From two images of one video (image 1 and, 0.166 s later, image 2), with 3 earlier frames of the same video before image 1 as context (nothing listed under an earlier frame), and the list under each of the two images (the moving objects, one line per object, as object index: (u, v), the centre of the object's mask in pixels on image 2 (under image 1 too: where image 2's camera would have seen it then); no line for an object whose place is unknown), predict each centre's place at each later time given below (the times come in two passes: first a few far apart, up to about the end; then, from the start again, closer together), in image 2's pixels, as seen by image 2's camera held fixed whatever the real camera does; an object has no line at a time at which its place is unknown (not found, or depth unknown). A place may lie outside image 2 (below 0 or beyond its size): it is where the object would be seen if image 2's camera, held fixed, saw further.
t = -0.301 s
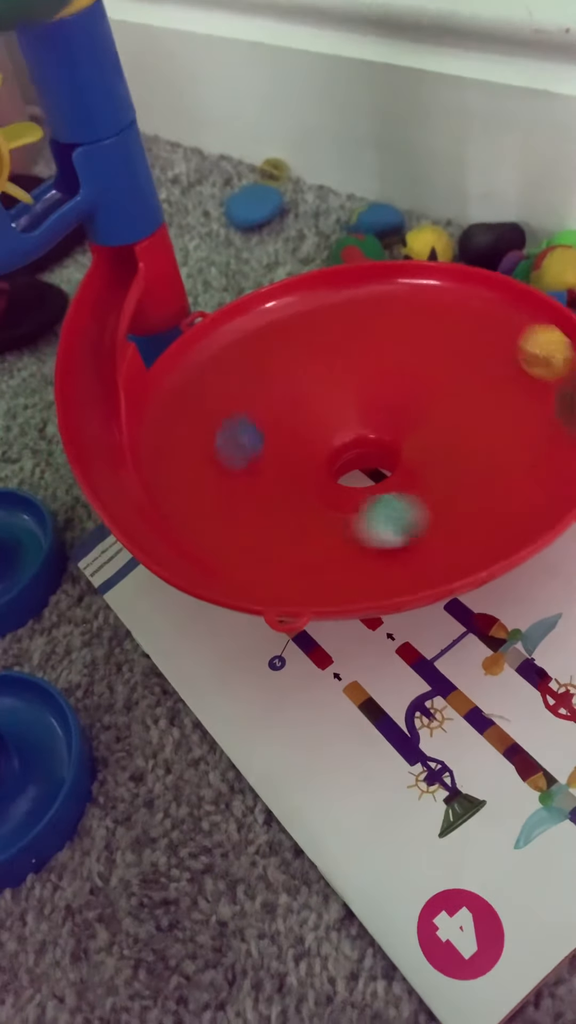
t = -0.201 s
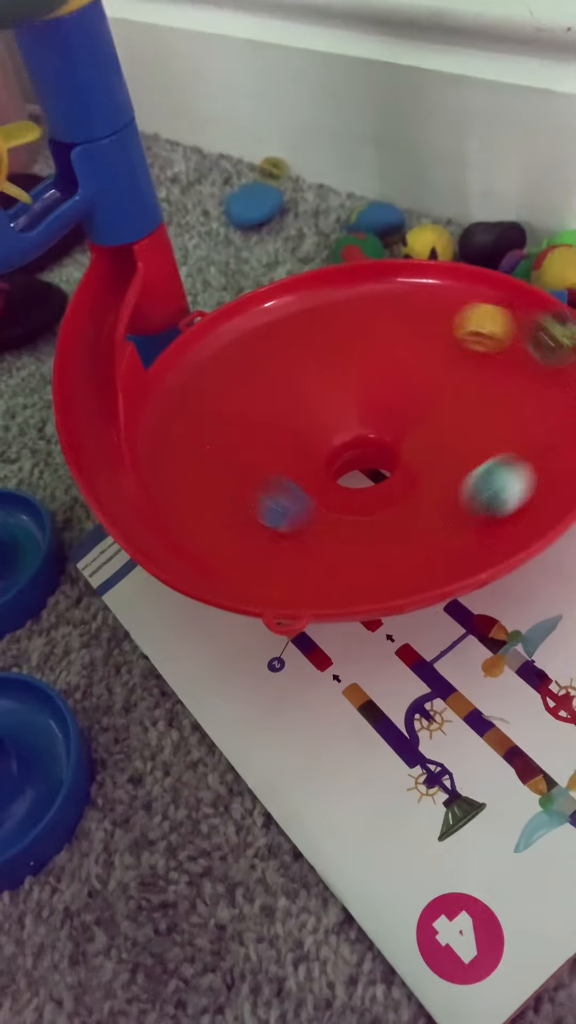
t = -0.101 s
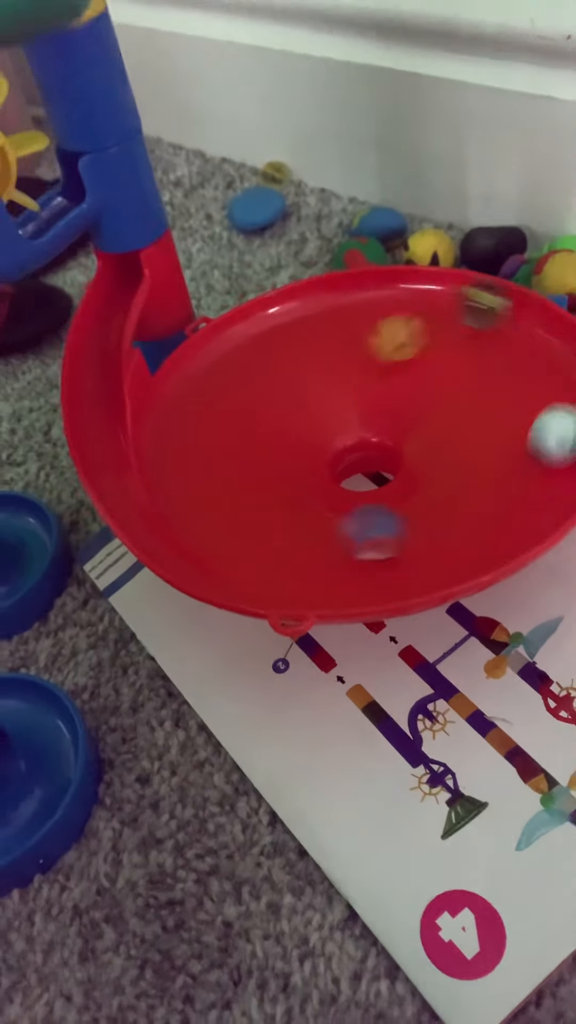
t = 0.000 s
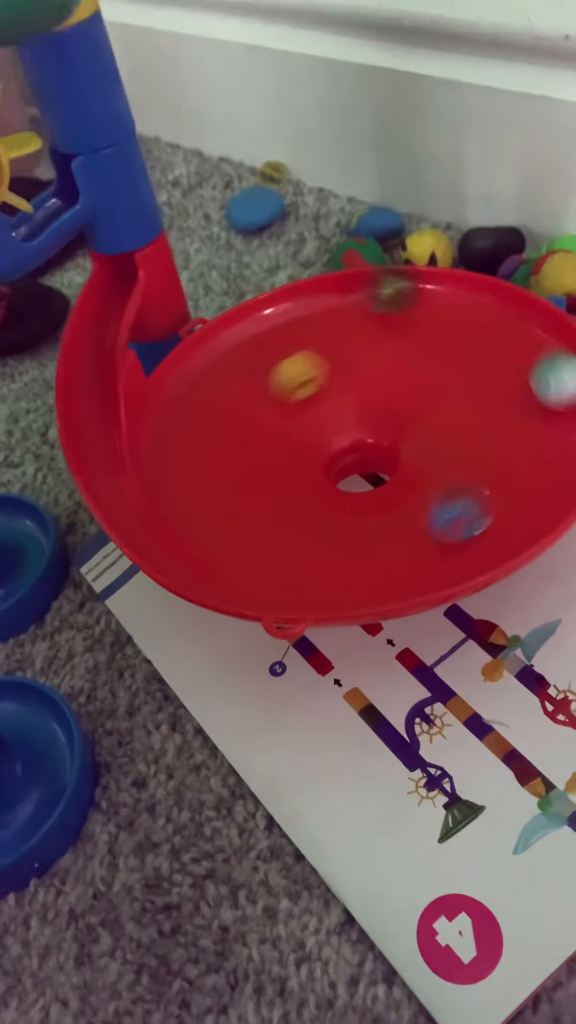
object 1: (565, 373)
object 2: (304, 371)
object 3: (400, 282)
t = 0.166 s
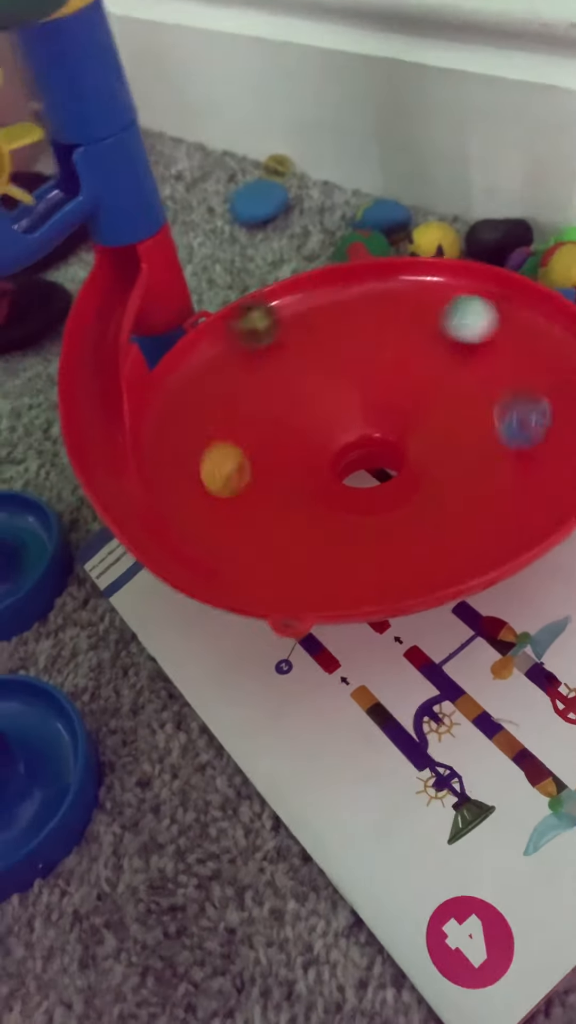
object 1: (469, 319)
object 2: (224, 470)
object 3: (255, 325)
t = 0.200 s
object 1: (437, 317)
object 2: (229, 488)
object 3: (232, 340)
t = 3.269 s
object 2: (438, 448)
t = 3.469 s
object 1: (357, 538)
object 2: (381, 424)
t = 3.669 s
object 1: (469, 470)
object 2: (382, 449)
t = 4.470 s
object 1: (517, 432)
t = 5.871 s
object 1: (467, 467)
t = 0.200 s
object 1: (437, 317)
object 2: (229, 488)
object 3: (232, 340)
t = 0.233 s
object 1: (405, 320)
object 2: (239, 504)
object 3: (213, 360)
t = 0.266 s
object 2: (255, 516)
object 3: (197, 379)
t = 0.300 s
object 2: (277, 526)
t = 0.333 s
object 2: (302, 533)
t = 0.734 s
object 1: (347, 552)
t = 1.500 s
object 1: (281, 428)
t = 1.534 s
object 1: (277, 455)
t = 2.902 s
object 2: (377, 412)
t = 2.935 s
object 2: (355, 406)
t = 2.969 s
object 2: (334, 408)
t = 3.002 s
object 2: (319, 414)
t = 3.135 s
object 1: (383, 368)
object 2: (342, 469)
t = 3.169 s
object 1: (354, 385)
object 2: (370, 475)
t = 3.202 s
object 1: (325, 408)
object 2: (399, 470)
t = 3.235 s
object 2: (422, 459)
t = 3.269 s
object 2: (438, 448)
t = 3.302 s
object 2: (446, 436)
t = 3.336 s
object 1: (292, 497)
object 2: (448, 426)
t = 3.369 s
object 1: (301, 514)
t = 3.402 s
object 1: (318, 527)
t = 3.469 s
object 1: (357, 538)
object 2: (381, 424)
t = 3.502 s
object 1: (379, 537)
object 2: (357, 438)
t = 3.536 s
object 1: (404, 530)
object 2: (347, 455)
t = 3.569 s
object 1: (427, 520)
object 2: (356, 466)
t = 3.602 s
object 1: (445, 506)
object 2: (376, 469)
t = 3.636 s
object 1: (460, 489)
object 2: (389, 459)
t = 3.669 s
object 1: (469, 470)
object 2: (382, 449)
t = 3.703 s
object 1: (472, 446)
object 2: (360, 456)
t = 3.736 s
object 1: (467, 426)
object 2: (368, 472)
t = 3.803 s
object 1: (434, 388)
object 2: (366, 472)
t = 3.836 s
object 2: (380, 468)
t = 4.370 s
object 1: (475, 479)
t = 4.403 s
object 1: (496, 465)
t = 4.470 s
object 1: (517, 432)
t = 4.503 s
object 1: (517, 416)
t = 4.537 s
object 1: (512, 400)
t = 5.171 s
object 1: (435, 487)
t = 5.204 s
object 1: (451, 468)
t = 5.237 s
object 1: (461, 444)
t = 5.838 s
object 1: (450, 479)
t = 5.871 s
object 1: (467, 467)
